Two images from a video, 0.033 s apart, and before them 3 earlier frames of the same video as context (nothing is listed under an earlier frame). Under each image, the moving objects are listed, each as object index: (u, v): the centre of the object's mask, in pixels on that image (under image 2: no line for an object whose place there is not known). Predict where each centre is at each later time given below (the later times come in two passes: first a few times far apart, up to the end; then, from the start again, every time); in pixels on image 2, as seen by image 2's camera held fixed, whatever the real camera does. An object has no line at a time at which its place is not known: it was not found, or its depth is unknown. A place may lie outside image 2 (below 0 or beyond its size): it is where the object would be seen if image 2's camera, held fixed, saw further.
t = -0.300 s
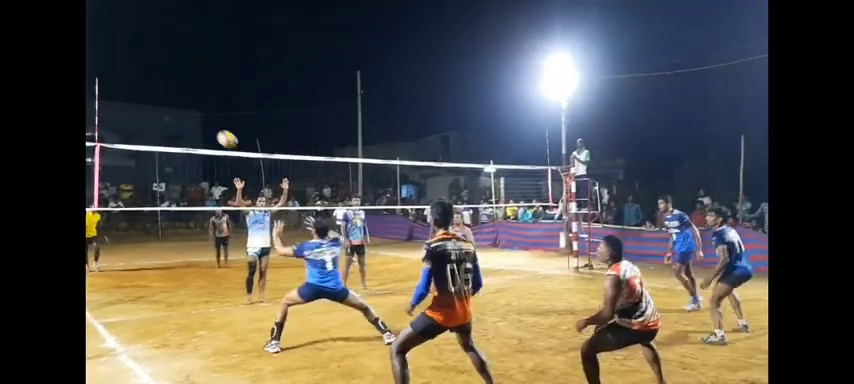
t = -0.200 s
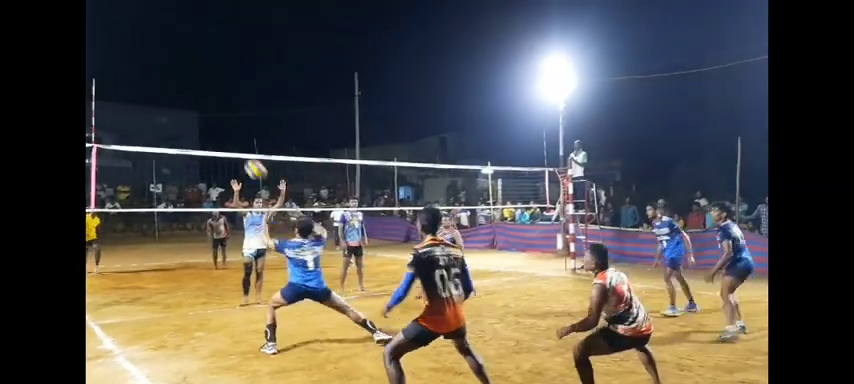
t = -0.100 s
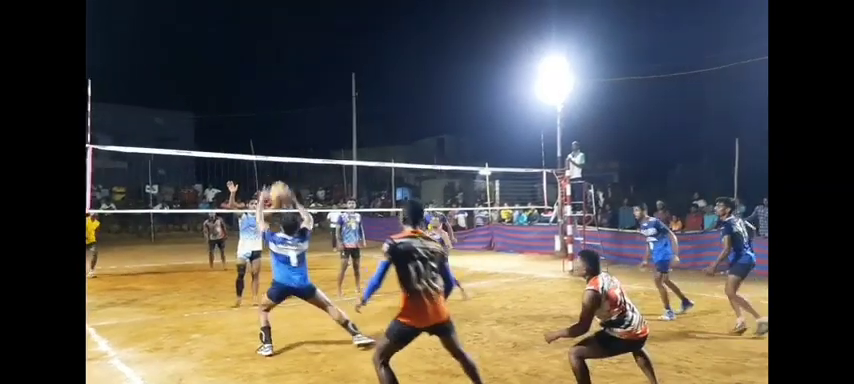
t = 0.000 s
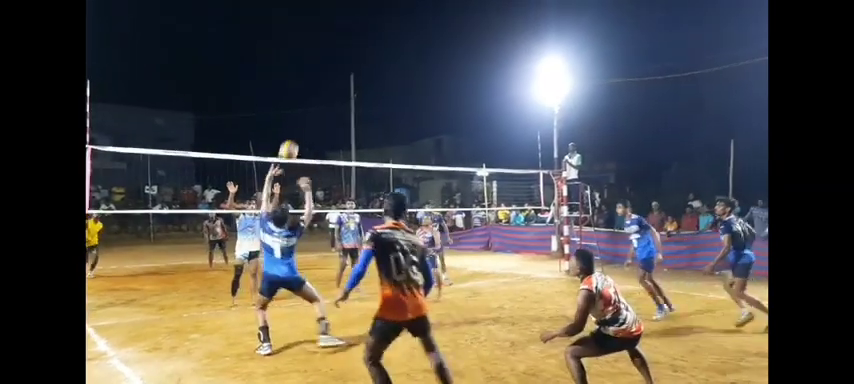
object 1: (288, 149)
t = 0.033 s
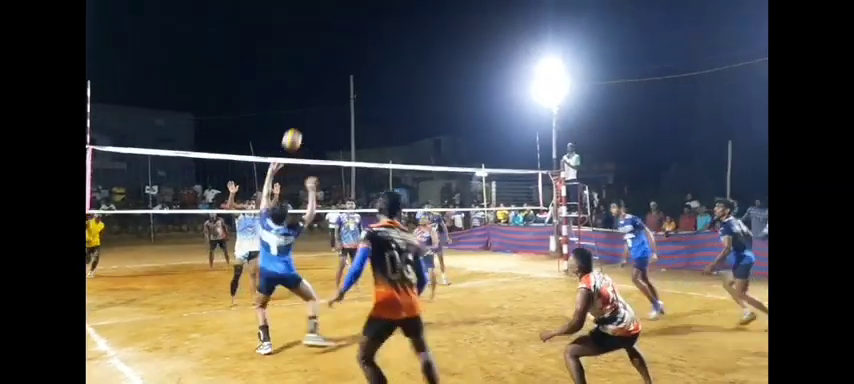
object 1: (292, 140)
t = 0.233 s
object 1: (310, 89)
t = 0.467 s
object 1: (330, 73)
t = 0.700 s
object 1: (348, 94)
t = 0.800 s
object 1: (355, 114)
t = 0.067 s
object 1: (295, 129)
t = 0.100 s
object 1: (298, 119)
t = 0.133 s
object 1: (301, 110)
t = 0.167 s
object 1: (305, 102)
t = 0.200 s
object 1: (308, 96)
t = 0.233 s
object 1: (310, 89)
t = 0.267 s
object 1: (313, 84)
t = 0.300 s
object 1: (316, 80)
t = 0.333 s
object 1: (319, 77)
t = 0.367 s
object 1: (322, 75)
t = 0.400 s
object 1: (325, 74)
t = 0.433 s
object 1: (327, 72)
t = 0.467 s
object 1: (330, 73)
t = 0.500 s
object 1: (333, 73)
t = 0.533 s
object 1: (336, 75)
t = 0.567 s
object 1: (338, 77)
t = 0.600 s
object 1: (341, 80)
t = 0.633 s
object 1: (343, 84)
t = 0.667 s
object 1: (346, 89)
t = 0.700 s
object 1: (348, 94)
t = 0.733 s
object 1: (351, 100)
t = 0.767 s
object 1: (353, 107)
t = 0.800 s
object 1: (355, 114)
